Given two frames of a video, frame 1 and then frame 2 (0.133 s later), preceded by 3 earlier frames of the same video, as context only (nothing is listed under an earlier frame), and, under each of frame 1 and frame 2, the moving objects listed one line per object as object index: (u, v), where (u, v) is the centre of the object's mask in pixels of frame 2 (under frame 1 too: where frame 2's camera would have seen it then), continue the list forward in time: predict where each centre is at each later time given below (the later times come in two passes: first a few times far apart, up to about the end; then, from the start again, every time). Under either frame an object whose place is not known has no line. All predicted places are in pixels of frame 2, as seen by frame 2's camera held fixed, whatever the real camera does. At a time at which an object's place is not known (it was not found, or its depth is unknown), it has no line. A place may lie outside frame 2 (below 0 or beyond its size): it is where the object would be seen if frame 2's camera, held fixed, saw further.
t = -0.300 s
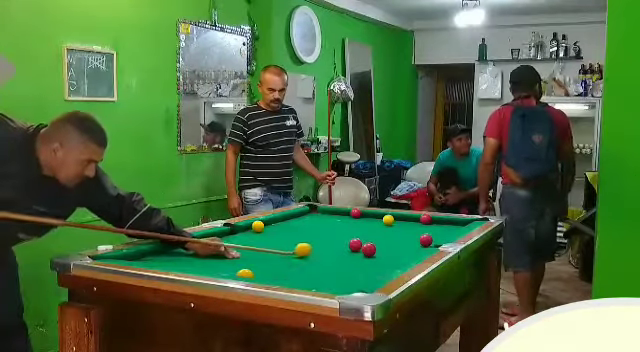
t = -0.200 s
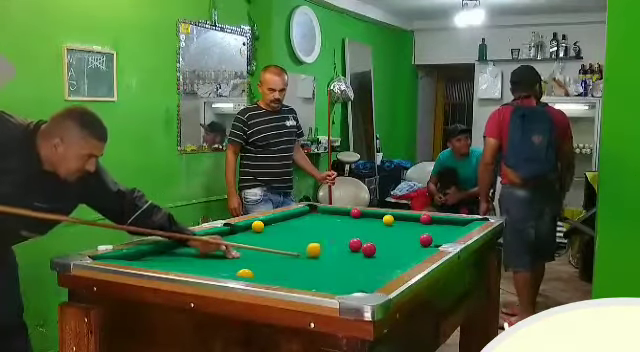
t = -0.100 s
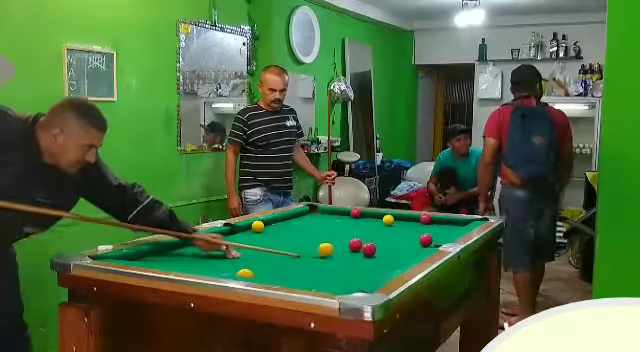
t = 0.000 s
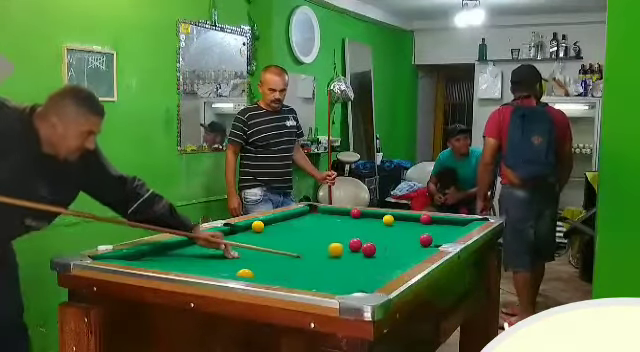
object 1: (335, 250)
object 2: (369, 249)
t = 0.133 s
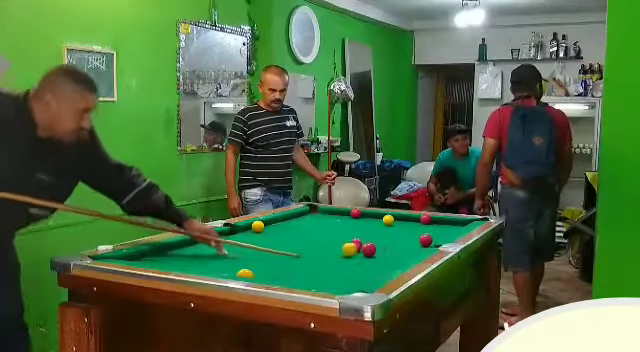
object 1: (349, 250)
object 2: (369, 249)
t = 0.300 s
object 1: (356, 249)
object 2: (378, 249)
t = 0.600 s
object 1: (362, 249)
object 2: (396, 249)
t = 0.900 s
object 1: (365, 249)
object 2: (411, 248)
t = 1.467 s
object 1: (365, 248)
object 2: (430, 245)
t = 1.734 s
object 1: (365, 248)
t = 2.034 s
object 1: (365, 248)
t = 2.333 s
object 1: (365, 248)
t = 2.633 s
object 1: (365, 248)
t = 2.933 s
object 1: (365, 248)
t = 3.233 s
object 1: (365, 248)
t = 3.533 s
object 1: (365, 248)
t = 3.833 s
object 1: (365, 248)
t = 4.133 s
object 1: (365, 248)
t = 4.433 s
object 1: (365, 248)
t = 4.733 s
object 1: (365, 248)
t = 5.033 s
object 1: (365, 248)
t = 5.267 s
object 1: (365, 248)
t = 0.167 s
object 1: (353, 250)
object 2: (369, 249)
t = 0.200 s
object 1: (354, 250)
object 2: (370, 249)
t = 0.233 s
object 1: (355, 250)
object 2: (373, 249)
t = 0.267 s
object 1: (355, 249)
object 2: (375, 249)
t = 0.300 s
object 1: (356, 249)
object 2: (378, 249)
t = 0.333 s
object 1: (357, 249)
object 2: (380, 249)
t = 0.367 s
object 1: (358, 249)
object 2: (381, 249)
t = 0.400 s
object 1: (359, 249)
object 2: (384, 249)
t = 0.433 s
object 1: (359, 249)
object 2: (386, 249)
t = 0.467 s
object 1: (360, 249)
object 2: (388, 249)
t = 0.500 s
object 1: (361, 249)
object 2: (390, 249)
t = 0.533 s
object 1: (361, 249)
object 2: (392, 249)
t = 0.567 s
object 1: (361, 249)
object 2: (394, 249)
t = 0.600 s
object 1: (362, 249)
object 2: (396, 249)
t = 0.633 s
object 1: (362, 249)
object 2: (398, 249)
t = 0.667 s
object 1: (363, 249)
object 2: (399, 249)
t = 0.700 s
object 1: (363, 249)
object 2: (401, 249)
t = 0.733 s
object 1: (364, 249)
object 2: (403, 249)
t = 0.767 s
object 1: (364, 249)
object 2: (405, 249)
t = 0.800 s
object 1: (364, 249)
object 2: (406, 249)
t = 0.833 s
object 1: (365, 249)
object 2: (408, 249)
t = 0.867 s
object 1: (365, 249)
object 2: (409, 249)
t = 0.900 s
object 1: (365, 249)
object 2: (411, 248)
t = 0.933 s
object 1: (366, 249)
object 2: (412, 249)
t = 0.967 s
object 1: (366, 248)
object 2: (413, 249)
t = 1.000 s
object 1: (366, 248)
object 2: (414, 248)
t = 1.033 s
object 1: (366, 248)
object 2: (415, 248)
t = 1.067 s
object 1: (366, 248)
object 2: (416, 248)
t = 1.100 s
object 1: (366, 248)
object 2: (417, 248)
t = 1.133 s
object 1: (366, 248)
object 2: (419, 247)
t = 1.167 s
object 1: (366, 248)
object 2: (421, 247)
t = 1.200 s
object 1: (366, 248)
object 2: (423, 246)
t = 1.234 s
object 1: (366, 248)
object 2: (424, 245)
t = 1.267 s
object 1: (366, 248)
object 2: (425, 245)
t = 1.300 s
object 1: (366, 248)
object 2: (425, 245)
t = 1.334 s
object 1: (366, 248)
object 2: (426, 245)
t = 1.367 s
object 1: (365, 248)
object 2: (427, 245)
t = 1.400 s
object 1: (365, 248)
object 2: (428, 245)
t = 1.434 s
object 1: (365, 248)
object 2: (427, 245)
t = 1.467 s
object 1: (365, 248)
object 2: (430, 245)
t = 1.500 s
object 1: (365, 248)
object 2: (431, 245)
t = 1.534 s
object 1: (365, 248)
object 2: (433, 245)
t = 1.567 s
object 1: (365, 248)
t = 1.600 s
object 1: (365, 248)
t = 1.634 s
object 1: (365, 248)
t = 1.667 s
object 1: (365, 248)
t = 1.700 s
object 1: (365, 248)
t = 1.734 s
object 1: (365, 248)
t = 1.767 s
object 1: (365, 248)
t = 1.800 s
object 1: (365, 248)
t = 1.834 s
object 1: (365, 248)
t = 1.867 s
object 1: (365, 248)
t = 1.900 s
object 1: (365, 248)
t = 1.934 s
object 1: (365, 248)
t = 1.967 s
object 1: (365, 248)
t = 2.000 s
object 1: (365, 248)
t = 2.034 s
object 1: (365, 248)
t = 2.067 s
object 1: (365, 248)
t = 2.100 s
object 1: (365, 248)
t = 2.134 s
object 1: (365, 248)
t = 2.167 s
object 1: (365, 248)
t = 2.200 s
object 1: (365, 248)
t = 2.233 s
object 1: (365, 248)
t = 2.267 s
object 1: (365, 248)
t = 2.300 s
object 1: (365, 248)
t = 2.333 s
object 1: (365, 248)
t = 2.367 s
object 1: (365, 248)
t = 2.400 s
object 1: (365, 248)
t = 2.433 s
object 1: (365, 248)
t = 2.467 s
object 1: (365, 248)
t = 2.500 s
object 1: (365, 248)
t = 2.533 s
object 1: (365, 248)
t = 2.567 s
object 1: (365, 248)
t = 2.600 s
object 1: (365, 248)
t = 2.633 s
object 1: (365, 248)
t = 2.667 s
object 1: (365, 248)
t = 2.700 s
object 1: (365, 248)
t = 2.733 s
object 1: (365, 248)
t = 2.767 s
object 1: (365, 248)
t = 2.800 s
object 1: (365, 248)
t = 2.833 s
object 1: (365, 248)
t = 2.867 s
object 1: (365, 248)
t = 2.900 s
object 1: (365, 248)
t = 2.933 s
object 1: (365, 248)
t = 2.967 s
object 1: (365, 248)
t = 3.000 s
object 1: (365, 248)
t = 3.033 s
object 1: (365, 248)
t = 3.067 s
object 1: (365, 248)
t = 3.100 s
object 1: (365, 248)
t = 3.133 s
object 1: (365, 248)
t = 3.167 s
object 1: (365, 248)
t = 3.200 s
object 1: (365, 248)
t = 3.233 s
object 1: (365, 248)
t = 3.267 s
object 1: (365, 248)
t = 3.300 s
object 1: (365, 248)
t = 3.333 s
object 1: (365, 248)
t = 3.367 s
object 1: (365, 248)
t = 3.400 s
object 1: (365, 248)
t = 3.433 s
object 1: (365, 248)
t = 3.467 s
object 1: (365, 248)
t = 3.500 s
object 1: (365, 248)
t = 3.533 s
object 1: (365, 248)
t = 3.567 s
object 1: (365, 248)
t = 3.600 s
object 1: (365, 248)
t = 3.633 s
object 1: (365, 248)
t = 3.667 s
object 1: (365, 248)
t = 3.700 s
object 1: (365, 248)
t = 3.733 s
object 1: (365, 248)
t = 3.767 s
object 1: (365, 248)
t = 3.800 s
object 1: (365, 248)
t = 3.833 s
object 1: (365, 248)
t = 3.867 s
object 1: (365, 248)
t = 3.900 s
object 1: (365, 248)
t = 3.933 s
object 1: (365, 248)
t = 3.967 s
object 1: (365, 248)
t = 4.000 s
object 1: (365, 248)
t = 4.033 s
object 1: (365, 248)
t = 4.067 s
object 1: (365, 248)
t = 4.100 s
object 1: (365, 248)
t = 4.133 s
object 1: (365, 248)
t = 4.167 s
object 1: (365, 248)
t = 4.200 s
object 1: (365, 248)
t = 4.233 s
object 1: (365, 248)
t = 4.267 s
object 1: (365, 248)
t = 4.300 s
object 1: (365, 248)
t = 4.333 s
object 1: (365, 248)
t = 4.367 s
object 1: (365, 248)
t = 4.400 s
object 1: (365, 248)
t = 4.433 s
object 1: (365, 248)
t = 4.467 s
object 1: (365, 248)
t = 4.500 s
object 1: (365, 248)
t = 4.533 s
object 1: (365, 248)
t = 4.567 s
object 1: (365, 248)
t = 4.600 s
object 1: (365, 248)
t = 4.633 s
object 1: (365, 248)
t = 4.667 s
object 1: (365, 248)
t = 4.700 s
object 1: (365, 248)
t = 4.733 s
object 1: (365, 248)
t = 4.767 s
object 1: (365, 248)
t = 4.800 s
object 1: (365, 248)
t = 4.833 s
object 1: (365, 248)
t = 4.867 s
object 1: (365, 248)
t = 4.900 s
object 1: (365, 248)
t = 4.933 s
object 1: (365, 248)
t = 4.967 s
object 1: (365, 248)
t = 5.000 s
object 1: (365, 248)
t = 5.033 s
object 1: (365, 248)
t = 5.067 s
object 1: (365, 248)
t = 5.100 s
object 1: (365, 248)
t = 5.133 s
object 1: (365, 248)
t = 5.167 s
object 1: (365, 248)
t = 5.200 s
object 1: (365, 248)
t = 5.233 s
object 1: (365, 248)
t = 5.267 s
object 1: (365, 248)
